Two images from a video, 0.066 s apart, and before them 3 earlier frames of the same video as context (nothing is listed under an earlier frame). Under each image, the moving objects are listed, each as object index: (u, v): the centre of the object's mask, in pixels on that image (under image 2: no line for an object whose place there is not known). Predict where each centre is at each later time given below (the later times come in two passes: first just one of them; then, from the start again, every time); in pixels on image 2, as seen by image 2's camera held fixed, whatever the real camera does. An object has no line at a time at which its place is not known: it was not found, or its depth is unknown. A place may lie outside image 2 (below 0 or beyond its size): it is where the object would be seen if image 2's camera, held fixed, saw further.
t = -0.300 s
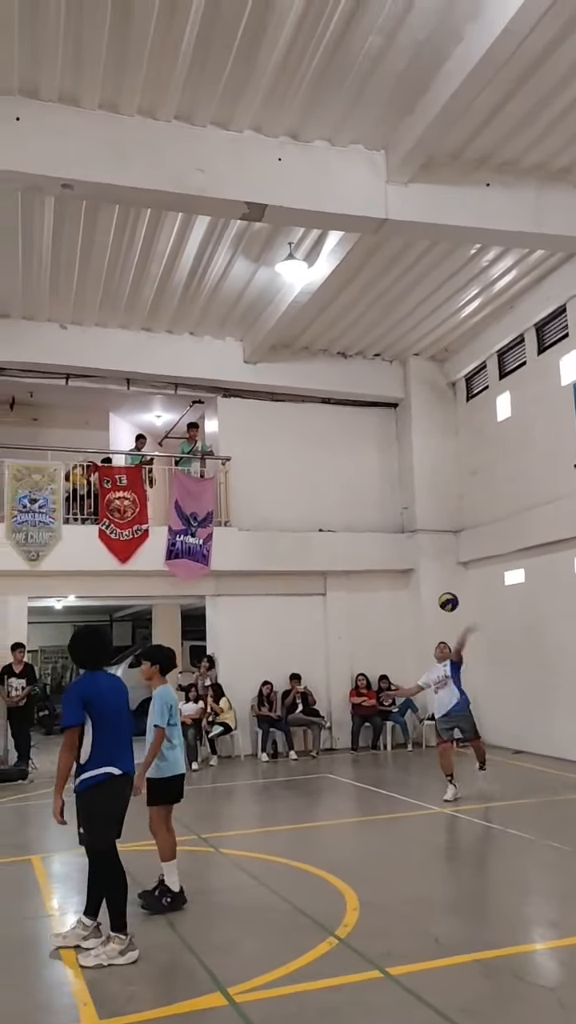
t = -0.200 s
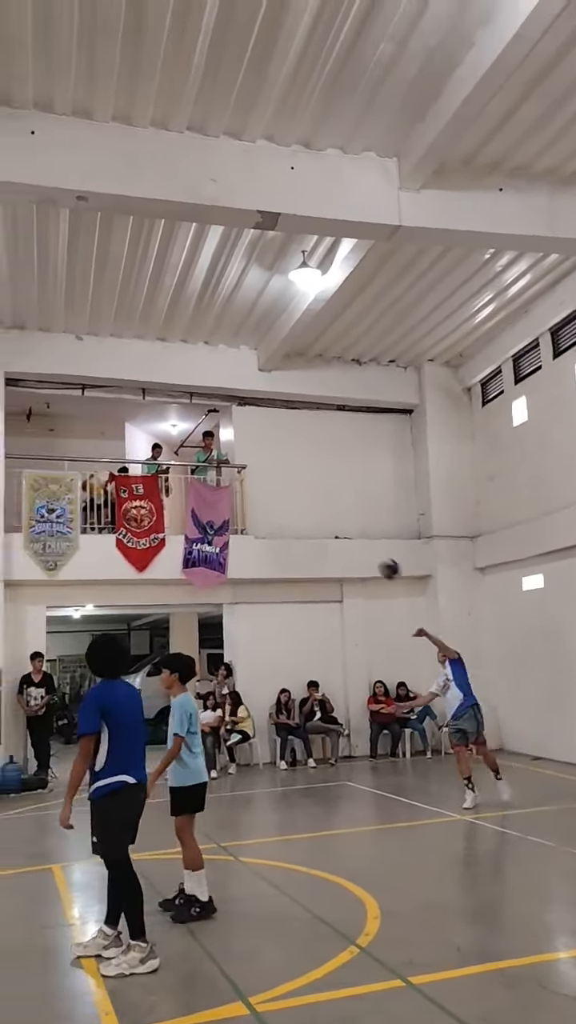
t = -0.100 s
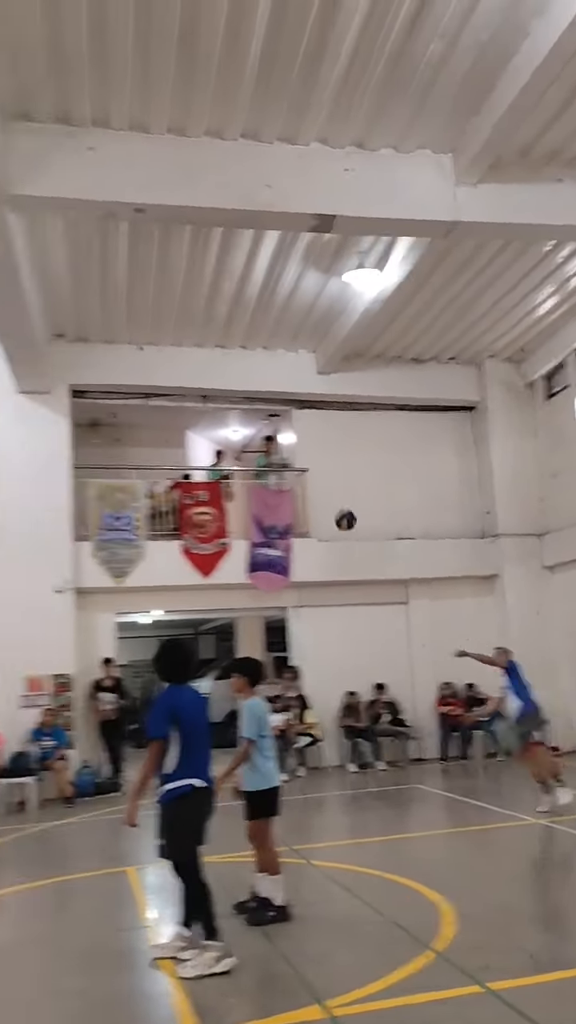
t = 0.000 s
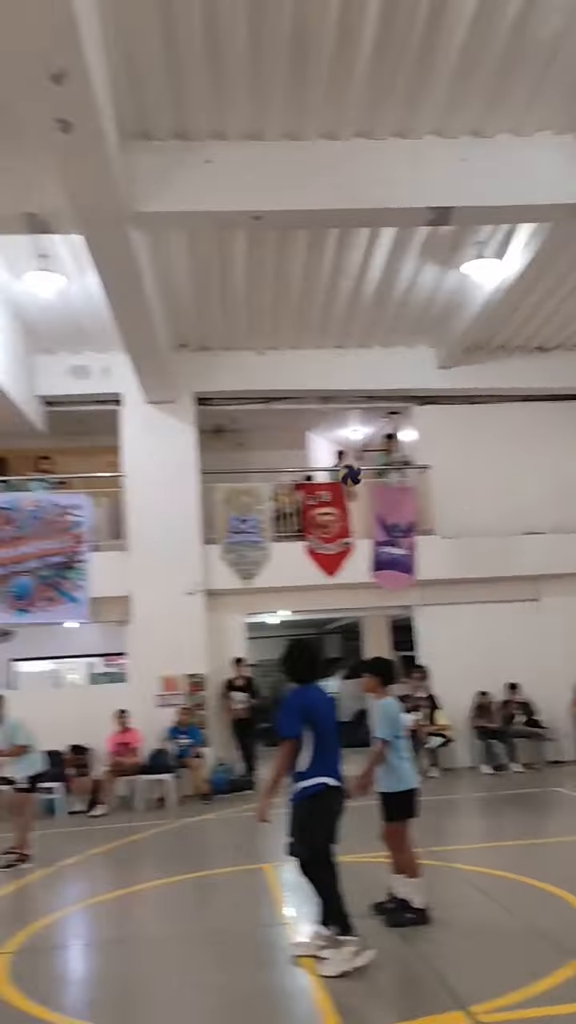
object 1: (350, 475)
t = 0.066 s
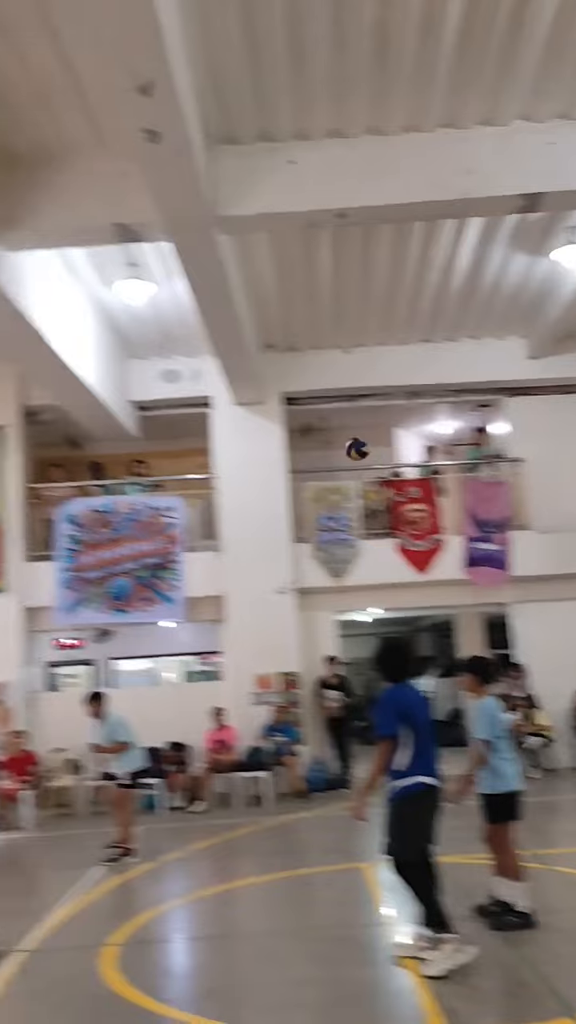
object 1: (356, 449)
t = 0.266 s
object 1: (103, 406)
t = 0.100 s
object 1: (315, 439)
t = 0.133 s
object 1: (274, 431)
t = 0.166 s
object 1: (231, 424)
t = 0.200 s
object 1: (188, 417)
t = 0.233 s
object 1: (147, 411)
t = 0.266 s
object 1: (103, 406)
